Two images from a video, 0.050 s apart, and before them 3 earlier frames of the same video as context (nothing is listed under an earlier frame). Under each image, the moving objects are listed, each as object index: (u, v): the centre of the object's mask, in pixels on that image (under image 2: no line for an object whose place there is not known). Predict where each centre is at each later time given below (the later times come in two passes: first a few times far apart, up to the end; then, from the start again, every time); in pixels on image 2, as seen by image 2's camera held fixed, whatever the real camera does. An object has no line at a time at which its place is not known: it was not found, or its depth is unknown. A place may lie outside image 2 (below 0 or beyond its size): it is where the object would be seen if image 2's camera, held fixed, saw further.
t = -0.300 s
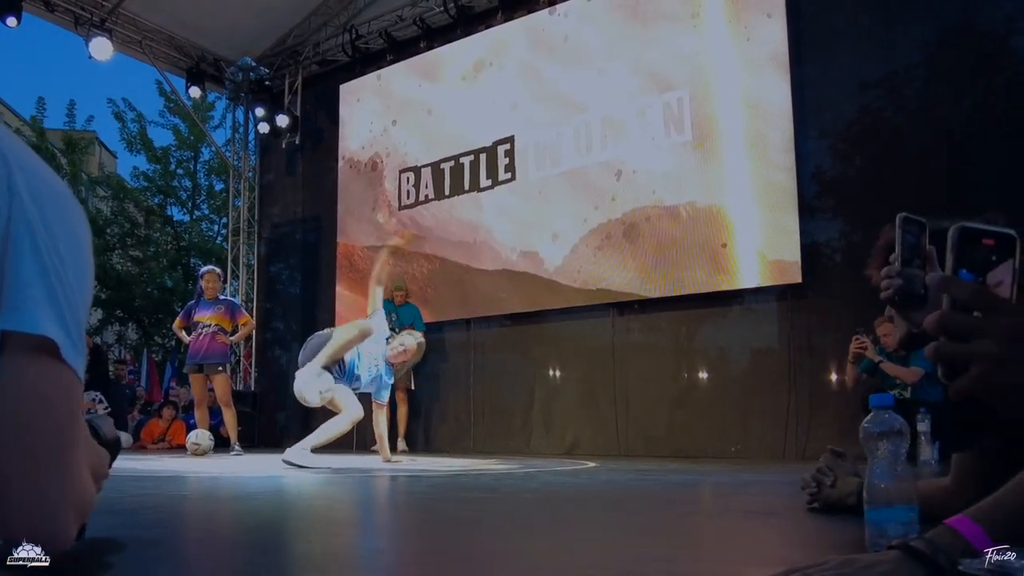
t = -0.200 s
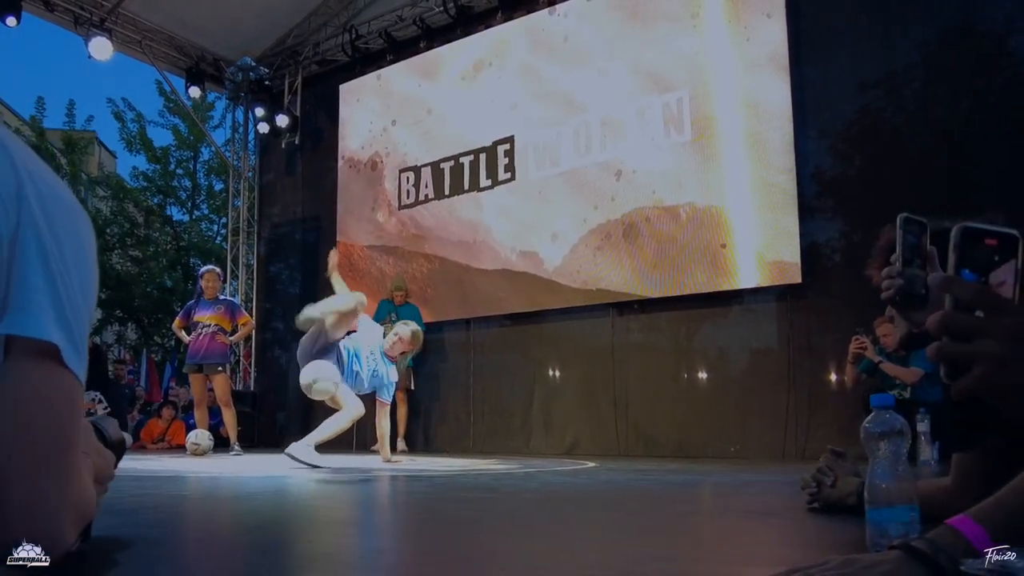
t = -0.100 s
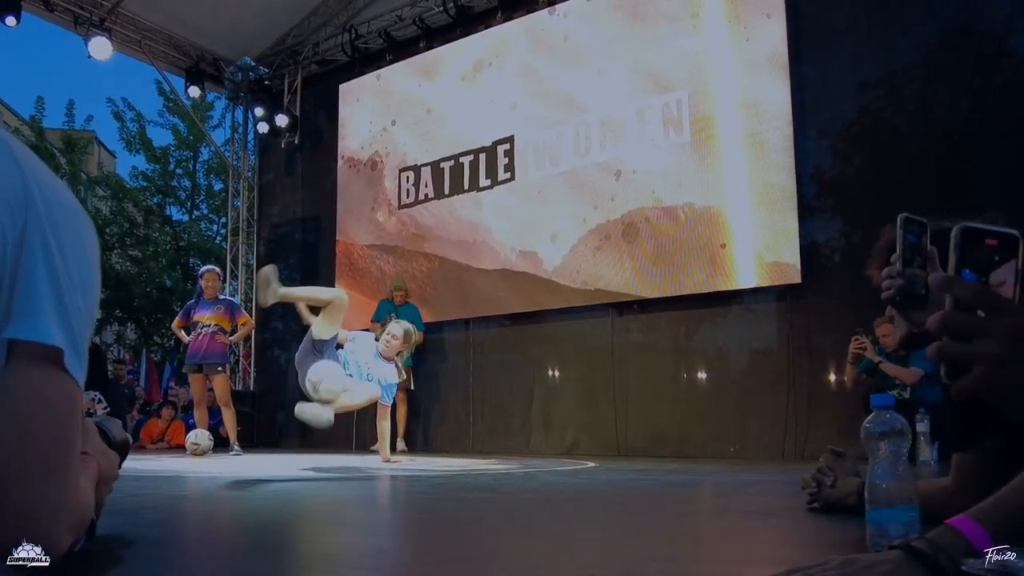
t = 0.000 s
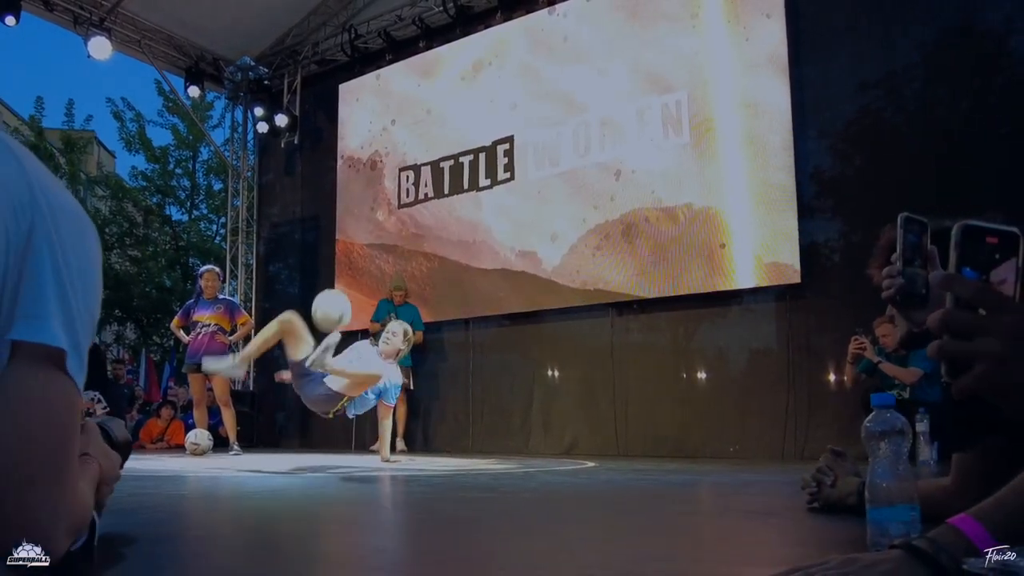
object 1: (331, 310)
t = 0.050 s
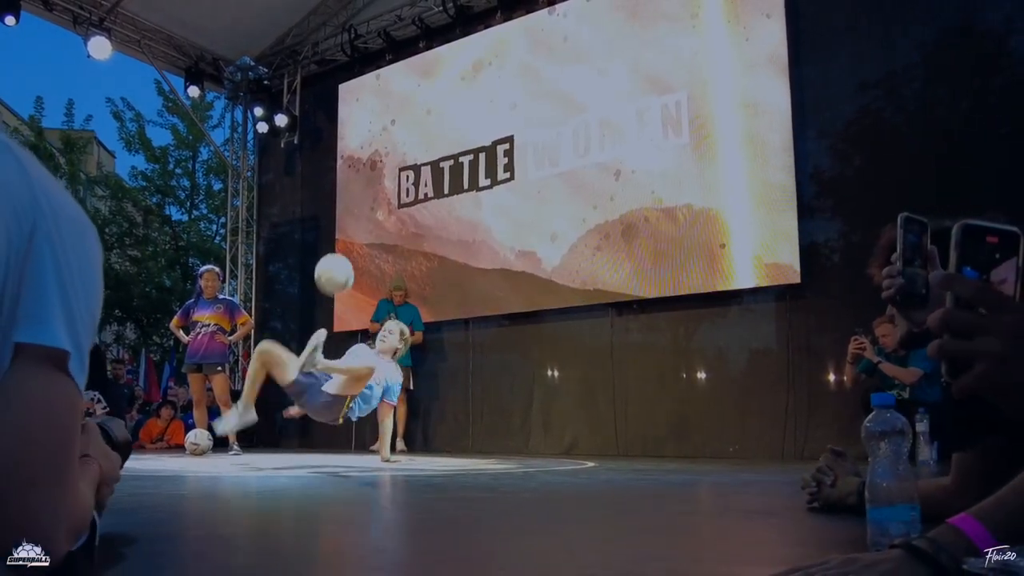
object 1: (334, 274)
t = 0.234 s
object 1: (343, 182)
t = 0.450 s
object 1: (353, 151)
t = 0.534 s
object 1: (355, 158)
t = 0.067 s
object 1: (335, 263)
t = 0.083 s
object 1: (336, 253)
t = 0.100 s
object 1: (337, 243)
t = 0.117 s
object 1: (337, 234)
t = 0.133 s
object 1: (338, 225)
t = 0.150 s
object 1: (339, 217)
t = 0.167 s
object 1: (340, 210)
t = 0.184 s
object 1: (341, 200)
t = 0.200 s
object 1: (342, 195)
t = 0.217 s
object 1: (343, 188)
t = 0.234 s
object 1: (343, 182)
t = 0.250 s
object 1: (344, 177)
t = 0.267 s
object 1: (345, 172)
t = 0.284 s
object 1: (345, 168)
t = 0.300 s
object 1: (346, 165)
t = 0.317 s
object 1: (347, 161)
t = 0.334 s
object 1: (348, 158)
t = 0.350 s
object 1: (348, 156)
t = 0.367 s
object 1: (349, 155)
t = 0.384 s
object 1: (349, 152)
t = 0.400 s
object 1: (351, 151)
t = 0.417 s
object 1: (352, 152)
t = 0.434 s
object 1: (352, 150)
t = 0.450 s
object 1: (353, 151)
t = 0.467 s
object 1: (352, 152)
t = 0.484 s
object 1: (353, 153)
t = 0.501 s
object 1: (354, 154)
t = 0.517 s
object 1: (354, 156)
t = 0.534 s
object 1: (355, 158)
